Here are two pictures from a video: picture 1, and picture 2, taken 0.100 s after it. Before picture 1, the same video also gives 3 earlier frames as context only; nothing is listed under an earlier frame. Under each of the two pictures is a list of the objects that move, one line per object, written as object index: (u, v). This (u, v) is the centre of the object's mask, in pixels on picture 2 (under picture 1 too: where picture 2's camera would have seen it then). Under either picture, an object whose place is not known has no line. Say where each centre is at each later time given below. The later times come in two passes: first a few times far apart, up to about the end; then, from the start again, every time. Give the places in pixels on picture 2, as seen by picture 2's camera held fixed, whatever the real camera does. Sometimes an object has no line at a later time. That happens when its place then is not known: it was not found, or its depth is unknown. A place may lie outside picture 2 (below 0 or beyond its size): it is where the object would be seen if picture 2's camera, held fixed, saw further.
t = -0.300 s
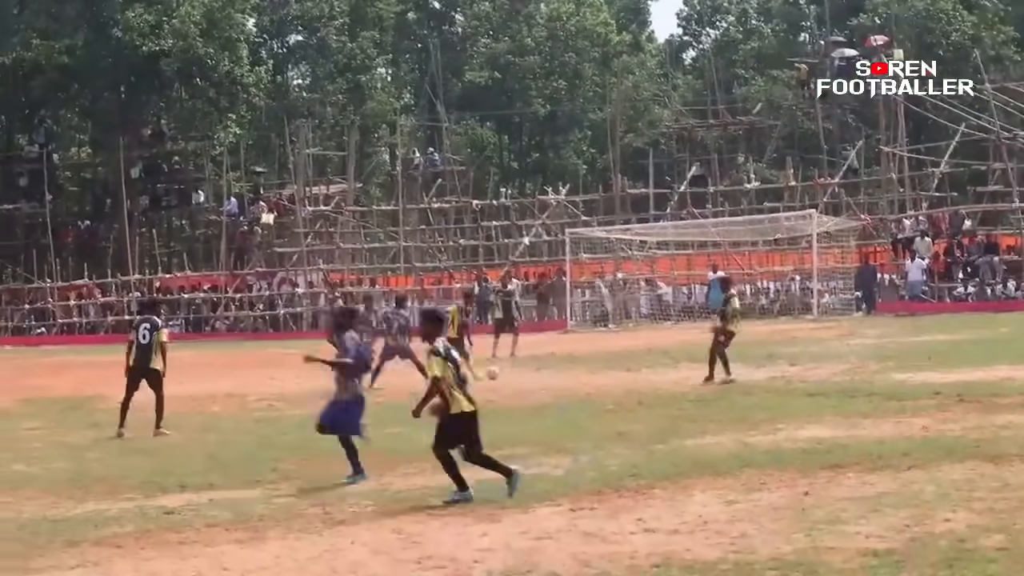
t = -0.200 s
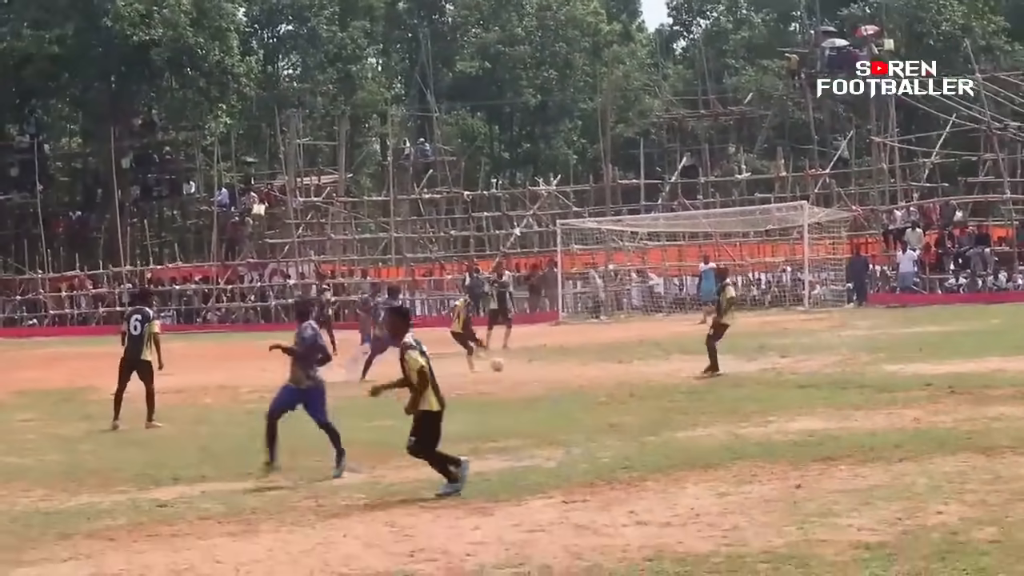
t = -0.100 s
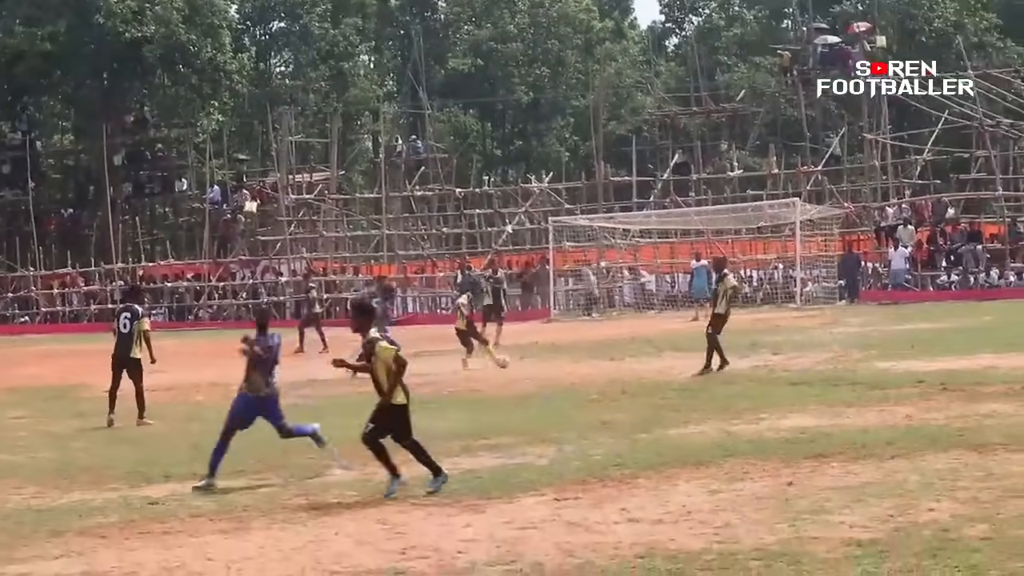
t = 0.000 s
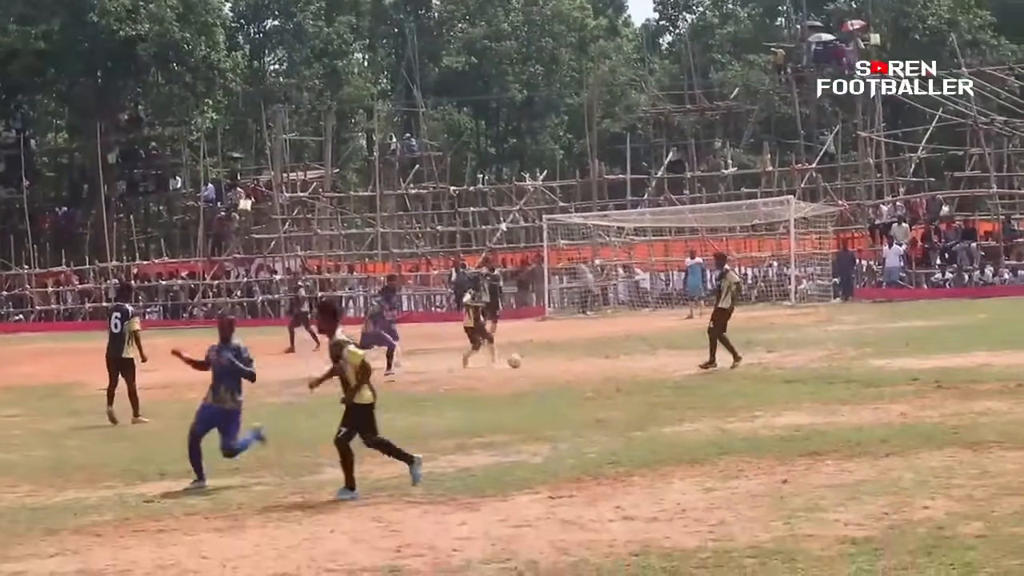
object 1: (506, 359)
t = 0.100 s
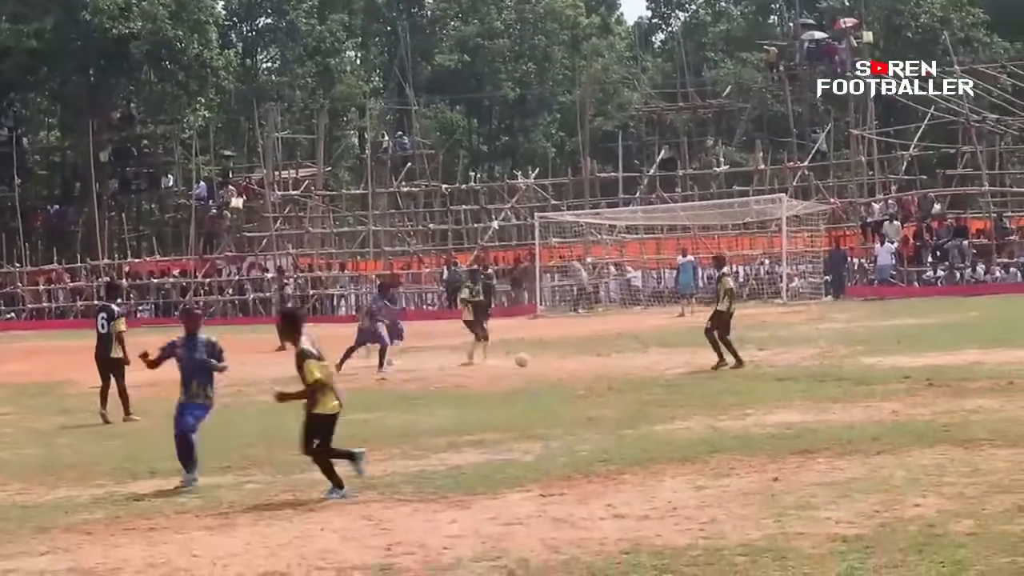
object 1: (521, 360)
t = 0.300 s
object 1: (552, 361)
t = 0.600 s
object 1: (596, 360)
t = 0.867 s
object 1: (635, 367)
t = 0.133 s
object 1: (527, 360)
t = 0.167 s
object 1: (532, 361)
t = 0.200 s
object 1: (538, 364)
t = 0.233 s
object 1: (544, 364)
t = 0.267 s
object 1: (549, 361)
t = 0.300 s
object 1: (552, 361)
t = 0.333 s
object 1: (557, 360)
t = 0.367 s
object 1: (562, 360)
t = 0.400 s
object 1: (566, 361)
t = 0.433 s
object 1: (572, 364)
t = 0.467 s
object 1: (577, 367)
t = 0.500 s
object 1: (582, 367)
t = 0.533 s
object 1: (586, 365)
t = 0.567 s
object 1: (591, 362)
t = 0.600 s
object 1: (596, 360)
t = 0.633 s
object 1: (600, 360)
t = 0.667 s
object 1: (604, 360)
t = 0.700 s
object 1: (610, 362)
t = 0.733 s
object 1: (614, 364)
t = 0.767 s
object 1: (621, 367)
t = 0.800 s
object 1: (624, 371)
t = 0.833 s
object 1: (629, 370)
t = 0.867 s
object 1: (635, 367)
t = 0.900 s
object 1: (641, 365)
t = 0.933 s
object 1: (646, 365)
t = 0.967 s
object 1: (651, 364)
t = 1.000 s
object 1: (655, 365)
